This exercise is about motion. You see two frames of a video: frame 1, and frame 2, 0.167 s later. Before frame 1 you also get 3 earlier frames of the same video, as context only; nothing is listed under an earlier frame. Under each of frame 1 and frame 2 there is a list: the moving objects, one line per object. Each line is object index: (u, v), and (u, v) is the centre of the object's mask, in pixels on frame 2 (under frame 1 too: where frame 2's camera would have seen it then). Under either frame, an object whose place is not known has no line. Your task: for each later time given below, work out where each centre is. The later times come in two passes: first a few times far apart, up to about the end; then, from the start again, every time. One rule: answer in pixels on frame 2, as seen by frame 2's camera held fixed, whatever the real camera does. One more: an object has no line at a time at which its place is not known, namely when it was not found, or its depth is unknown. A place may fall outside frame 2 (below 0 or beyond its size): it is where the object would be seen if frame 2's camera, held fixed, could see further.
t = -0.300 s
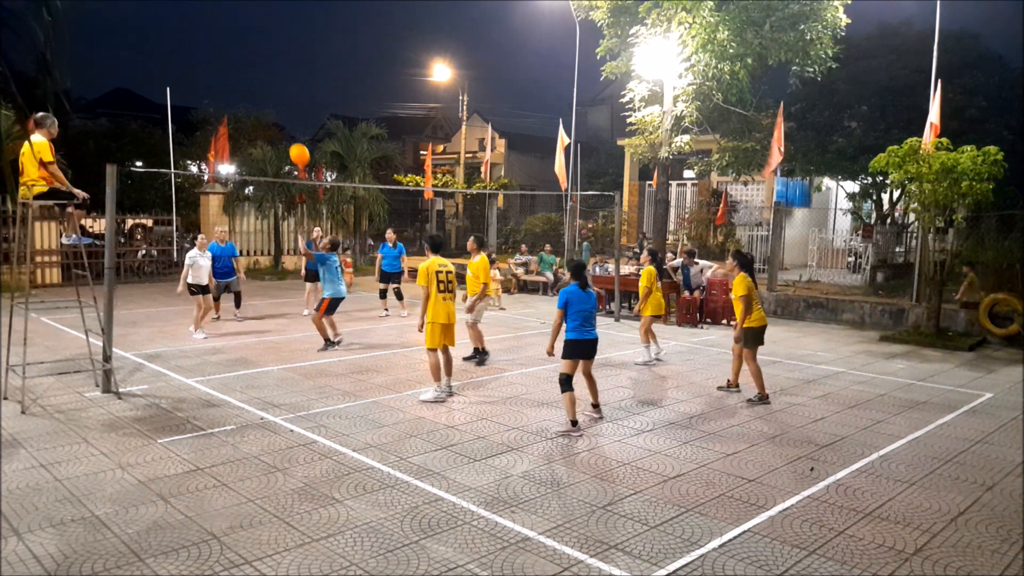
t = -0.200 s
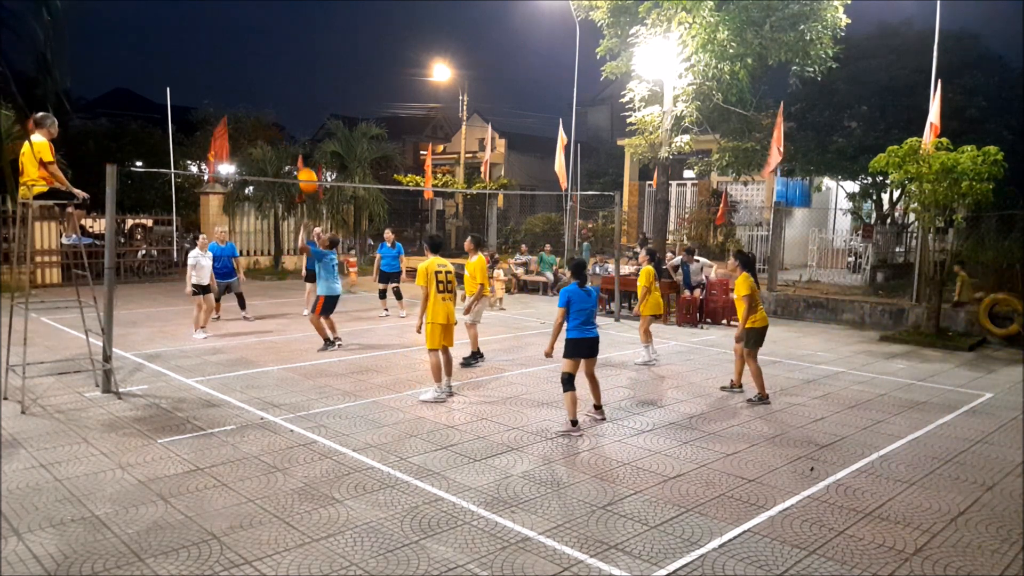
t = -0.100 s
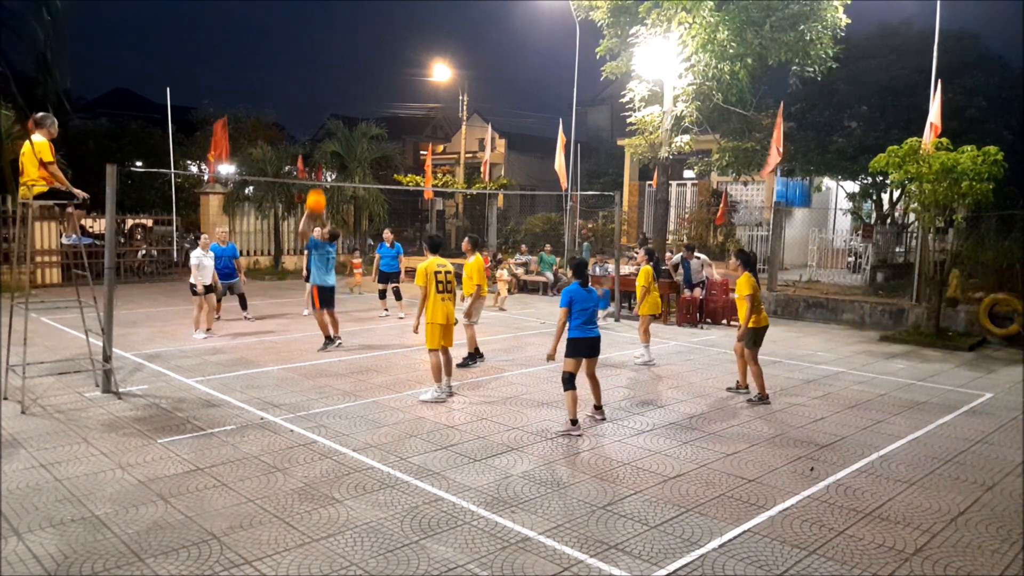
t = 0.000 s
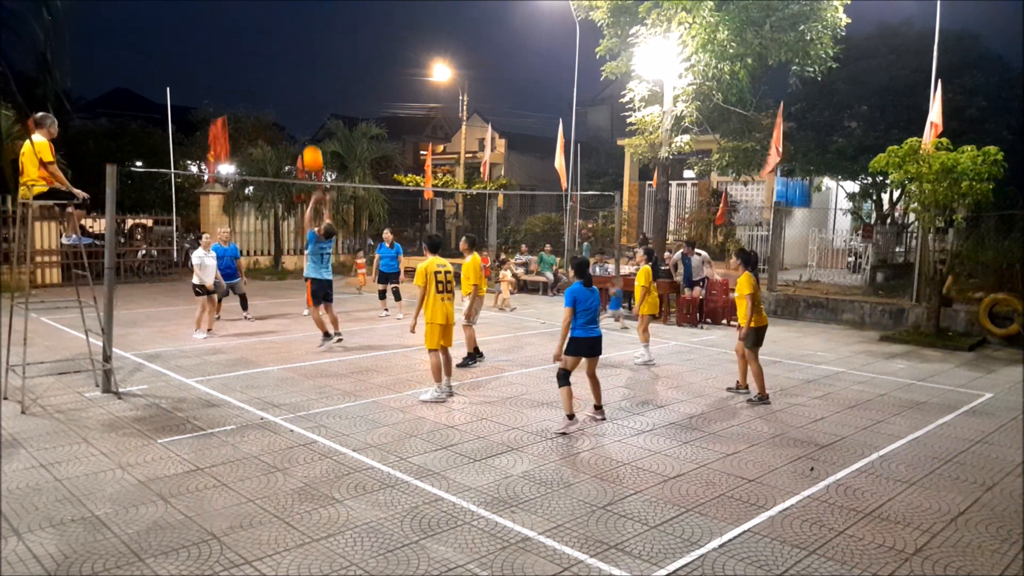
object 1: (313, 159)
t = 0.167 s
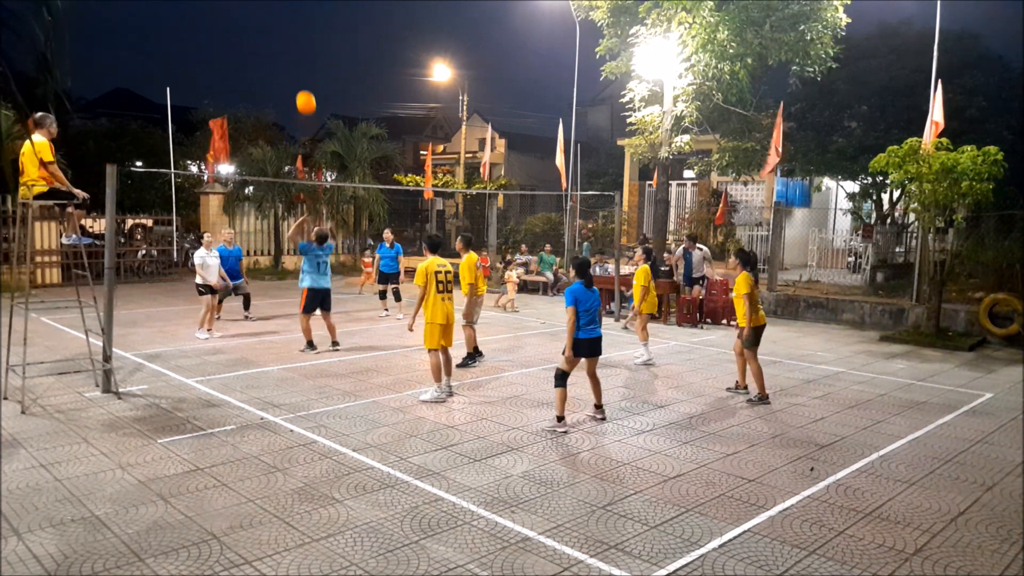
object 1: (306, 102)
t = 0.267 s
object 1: (302, 80)
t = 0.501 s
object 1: (291, 56)
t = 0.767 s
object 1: (281, 76)
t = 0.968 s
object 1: (274, 121)
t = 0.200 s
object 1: (304, 94)
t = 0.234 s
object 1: (303, 86)
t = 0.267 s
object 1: (302, 80)
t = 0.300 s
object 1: (300, 74)
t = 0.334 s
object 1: (299, 68)
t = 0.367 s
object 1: (297, 64)
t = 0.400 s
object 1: (296, 61)
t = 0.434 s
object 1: (294, 58)
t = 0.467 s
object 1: (293, 56)
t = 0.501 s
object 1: (291, 56)
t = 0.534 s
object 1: (290, 55)
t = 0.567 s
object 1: (288, 56)
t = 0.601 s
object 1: (287, 58)
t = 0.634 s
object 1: (286, 60)
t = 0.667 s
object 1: (284, 63)
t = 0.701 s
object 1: (283, 66)
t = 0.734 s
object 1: (282, 70)
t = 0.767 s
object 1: (281, 76)
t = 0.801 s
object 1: (279, 81)
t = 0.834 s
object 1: (278, 88)
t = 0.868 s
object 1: (277, 95)
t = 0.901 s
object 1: (276, 103)
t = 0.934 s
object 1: (275, 112)
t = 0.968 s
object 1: (274, 121)
